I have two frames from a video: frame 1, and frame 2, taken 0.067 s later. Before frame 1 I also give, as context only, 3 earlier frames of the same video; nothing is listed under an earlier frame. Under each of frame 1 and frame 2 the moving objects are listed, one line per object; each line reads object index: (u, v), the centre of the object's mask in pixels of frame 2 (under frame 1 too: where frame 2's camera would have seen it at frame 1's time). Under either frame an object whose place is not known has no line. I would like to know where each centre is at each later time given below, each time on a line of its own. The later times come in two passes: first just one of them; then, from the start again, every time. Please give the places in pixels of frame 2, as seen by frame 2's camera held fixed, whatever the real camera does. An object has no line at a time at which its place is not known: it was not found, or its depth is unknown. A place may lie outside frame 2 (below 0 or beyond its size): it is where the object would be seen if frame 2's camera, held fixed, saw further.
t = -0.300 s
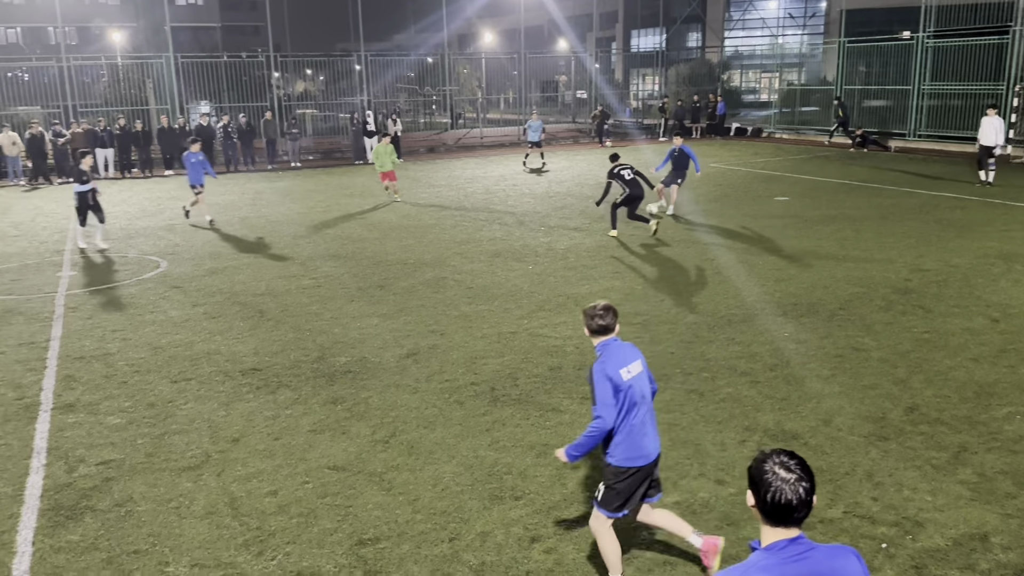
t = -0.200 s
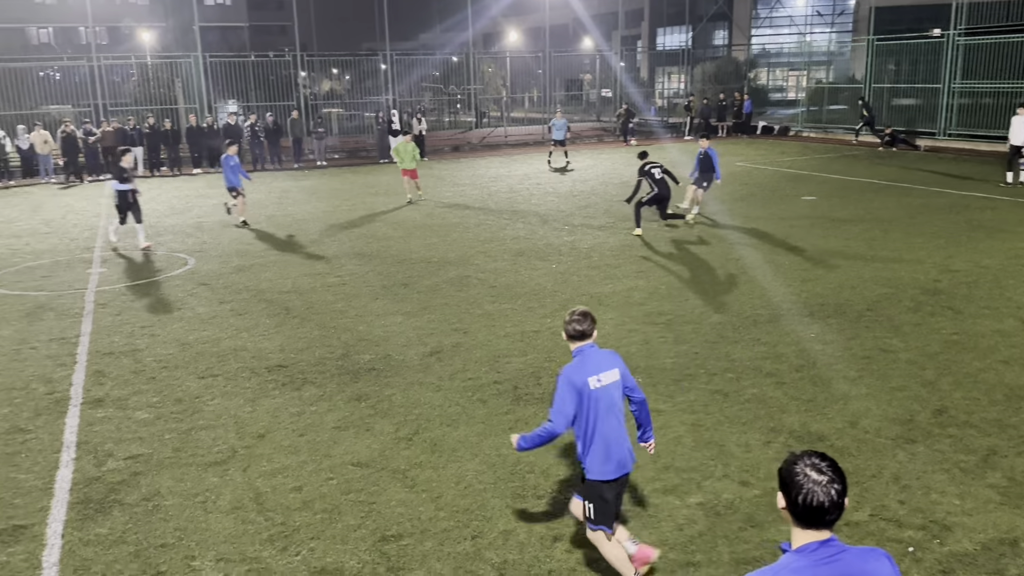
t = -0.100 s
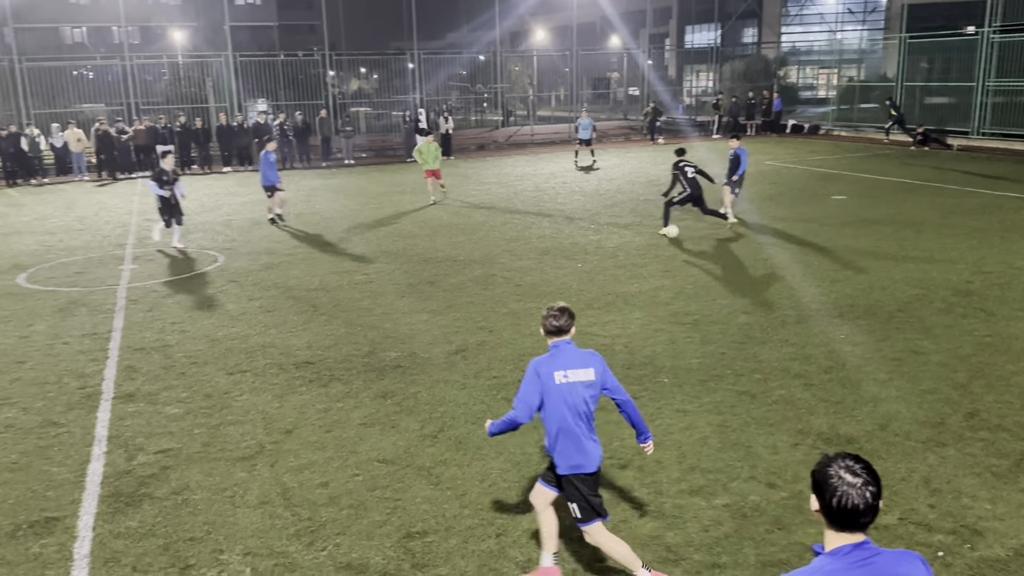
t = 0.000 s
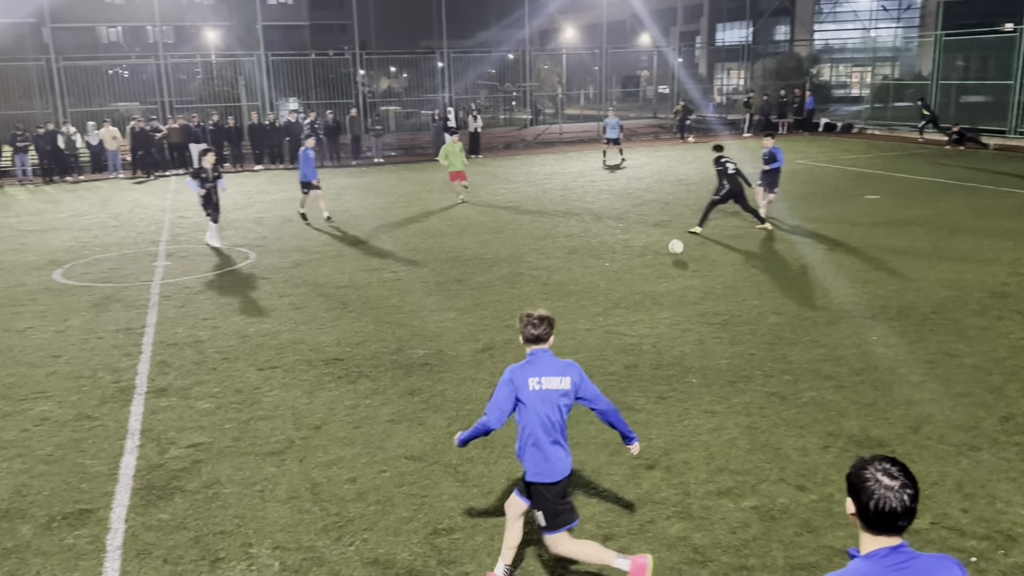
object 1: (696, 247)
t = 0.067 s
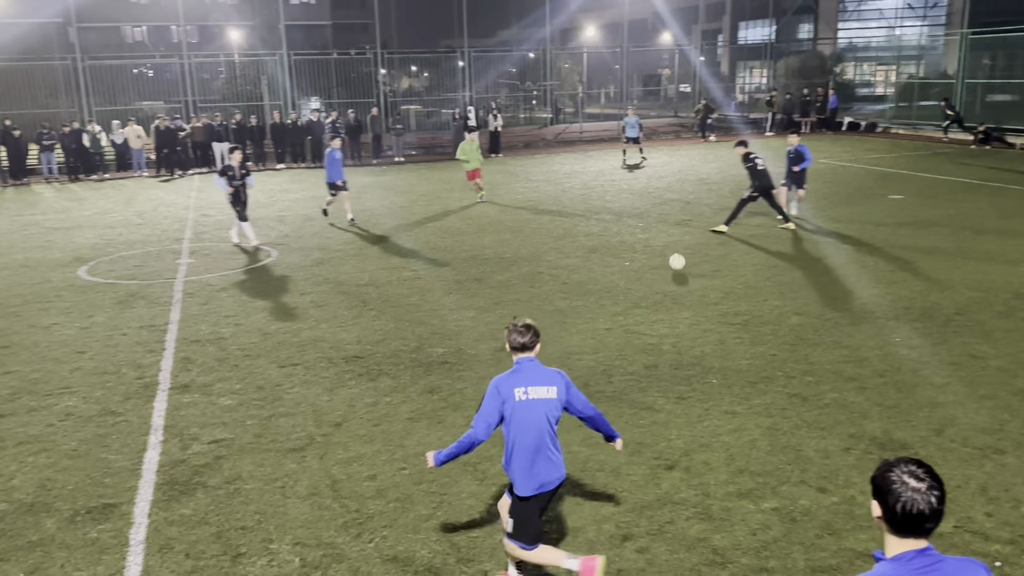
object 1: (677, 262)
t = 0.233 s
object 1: (619, 305)
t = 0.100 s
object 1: (666, 272)
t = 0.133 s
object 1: (656, 278)
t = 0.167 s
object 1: (644, 286)
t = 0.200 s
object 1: (632, 295)
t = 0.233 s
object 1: (619, 305)
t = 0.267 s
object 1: (604, 318)
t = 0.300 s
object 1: (588, 329)
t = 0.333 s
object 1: (572, 339)
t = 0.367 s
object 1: (554, 352)
